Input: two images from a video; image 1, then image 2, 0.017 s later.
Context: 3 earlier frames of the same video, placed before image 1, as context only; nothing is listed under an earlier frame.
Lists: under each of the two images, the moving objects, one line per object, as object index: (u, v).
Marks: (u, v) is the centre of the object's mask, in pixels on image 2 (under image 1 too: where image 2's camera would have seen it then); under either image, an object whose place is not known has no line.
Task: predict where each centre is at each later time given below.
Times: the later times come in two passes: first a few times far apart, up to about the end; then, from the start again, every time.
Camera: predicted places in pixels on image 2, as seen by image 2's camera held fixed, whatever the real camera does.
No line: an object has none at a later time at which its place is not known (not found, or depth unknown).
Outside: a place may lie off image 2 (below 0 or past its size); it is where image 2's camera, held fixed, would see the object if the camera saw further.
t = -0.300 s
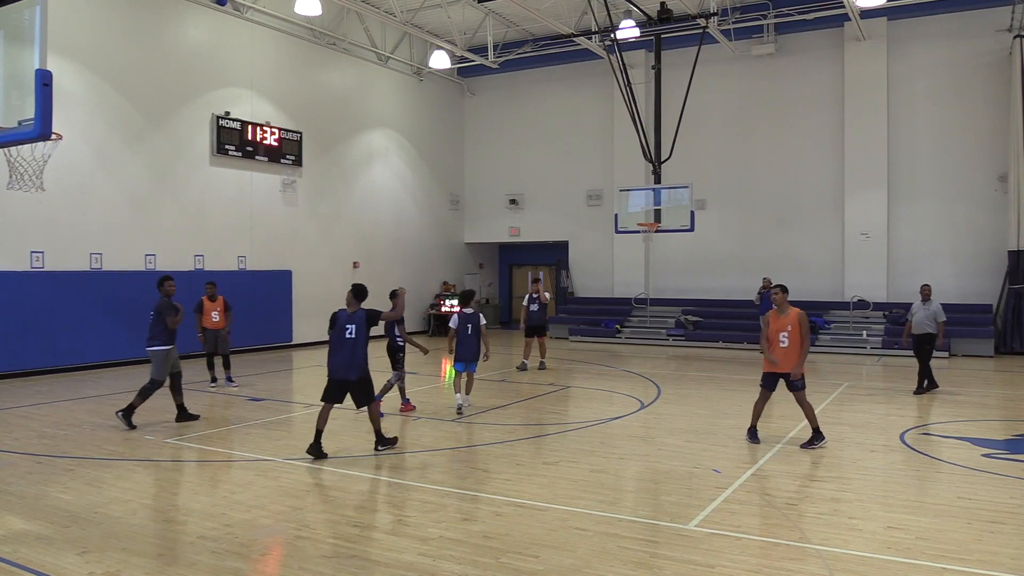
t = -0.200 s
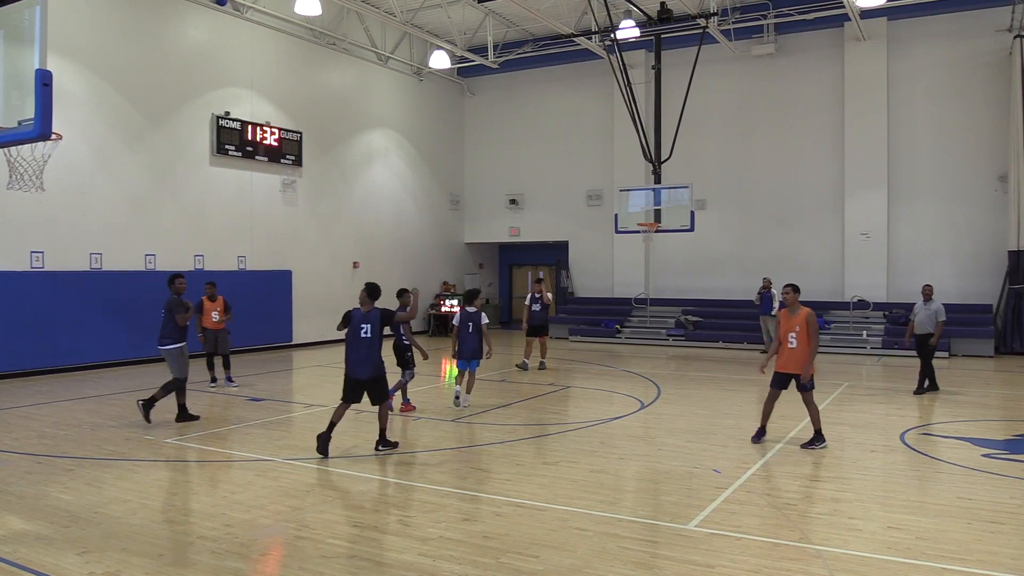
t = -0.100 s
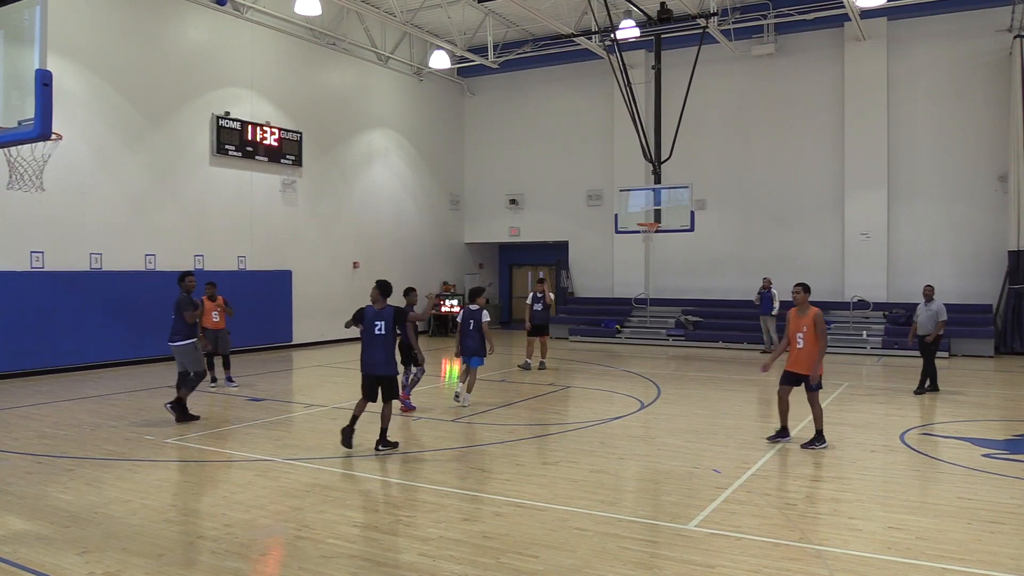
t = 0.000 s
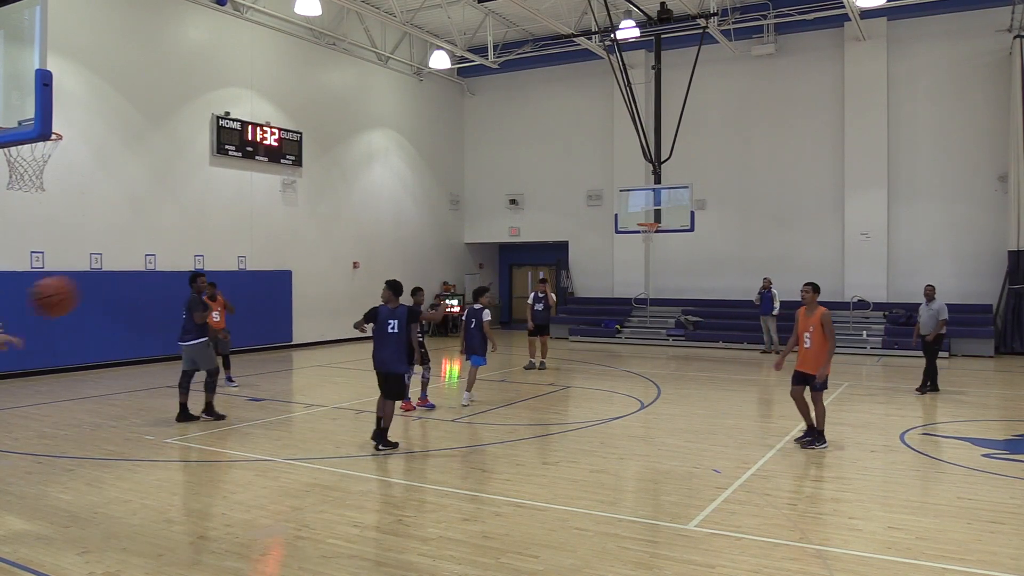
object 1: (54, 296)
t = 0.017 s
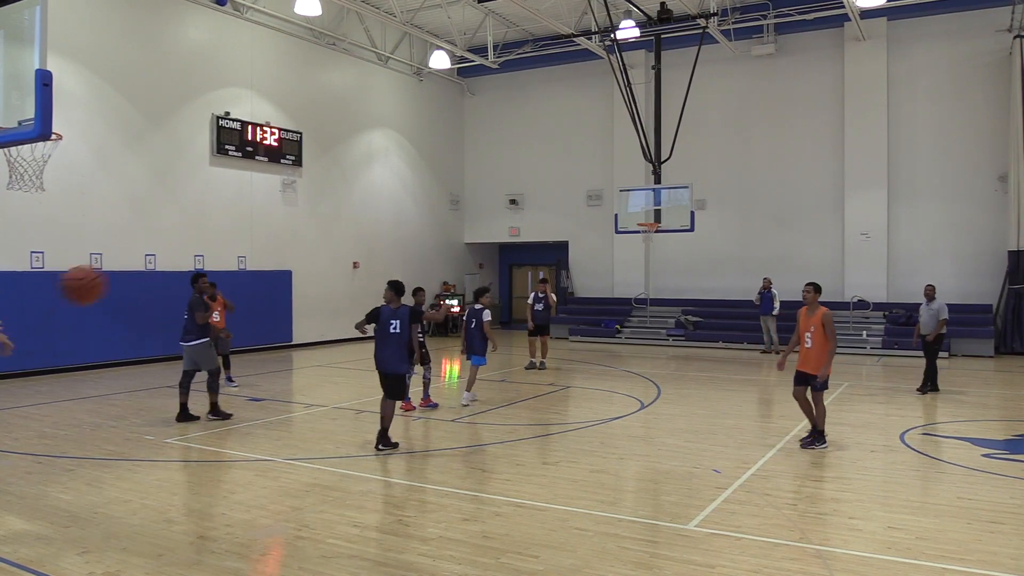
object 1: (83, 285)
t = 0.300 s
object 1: (462, 183)
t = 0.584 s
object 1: (693, 196)
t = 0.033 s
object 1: (113, 274)
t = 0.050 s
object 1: (139, 263)
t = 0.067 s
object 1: (166, 253)
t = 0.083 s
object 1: (191, 245)
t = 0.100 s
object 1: (216, 237)
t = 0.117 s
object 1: (240, 230)
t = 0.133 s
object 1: (264, 223)
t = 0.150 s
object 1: (286, 217)
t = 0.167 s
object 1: (308, 211)
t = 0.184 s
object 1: (329, 206)
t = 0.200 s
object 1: (350, 201)
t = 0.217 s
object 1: (369, 198)
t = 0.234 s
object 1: (389, 193)
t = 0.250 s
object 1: (408, 191)
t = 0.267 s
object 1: (426, 188)
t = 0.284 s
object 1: (444, 185)
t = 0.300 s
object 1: (462, 183)
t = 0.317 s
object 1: (478, 181)
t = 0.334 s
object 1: (495, 180)
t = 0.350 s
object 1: (510, 179)
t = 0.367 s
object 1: (525, 179)
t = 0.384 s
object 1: (541, 178)
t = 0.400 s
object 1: (555, 178)
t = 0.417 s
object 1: (569, 179)
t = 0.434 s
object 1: (583, 180)
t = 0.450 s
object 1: (597, 180)
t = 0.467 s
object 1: (610, 181)
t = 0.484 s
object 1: (623, 183)
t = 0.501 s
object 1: (635, 184)
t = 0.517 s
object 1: (647, 186)
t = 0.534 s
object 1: (660, 188)
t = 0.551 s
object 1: (671, 191)
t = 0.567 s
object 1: (683, 193)
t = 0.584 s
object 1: (693, 196)
